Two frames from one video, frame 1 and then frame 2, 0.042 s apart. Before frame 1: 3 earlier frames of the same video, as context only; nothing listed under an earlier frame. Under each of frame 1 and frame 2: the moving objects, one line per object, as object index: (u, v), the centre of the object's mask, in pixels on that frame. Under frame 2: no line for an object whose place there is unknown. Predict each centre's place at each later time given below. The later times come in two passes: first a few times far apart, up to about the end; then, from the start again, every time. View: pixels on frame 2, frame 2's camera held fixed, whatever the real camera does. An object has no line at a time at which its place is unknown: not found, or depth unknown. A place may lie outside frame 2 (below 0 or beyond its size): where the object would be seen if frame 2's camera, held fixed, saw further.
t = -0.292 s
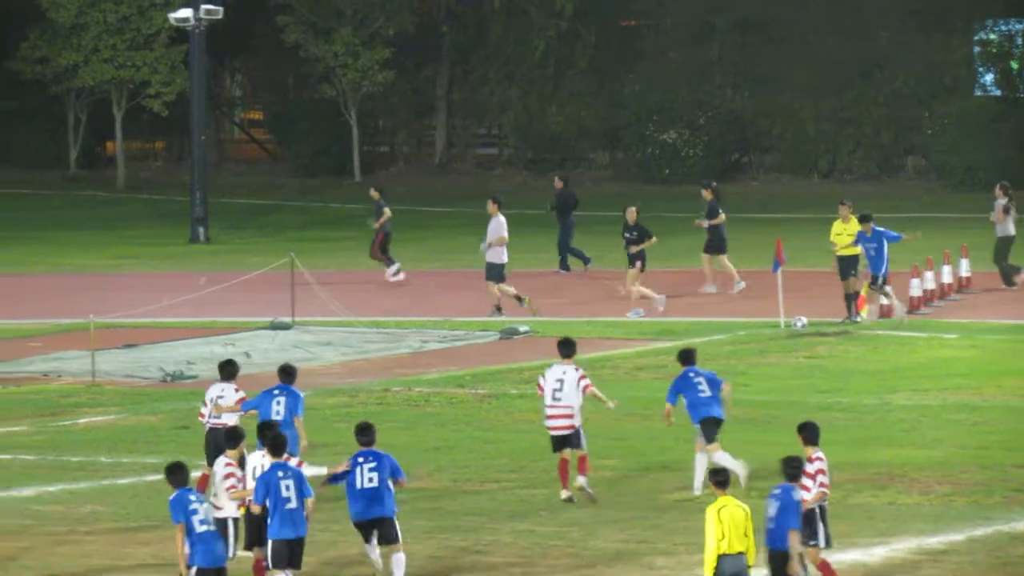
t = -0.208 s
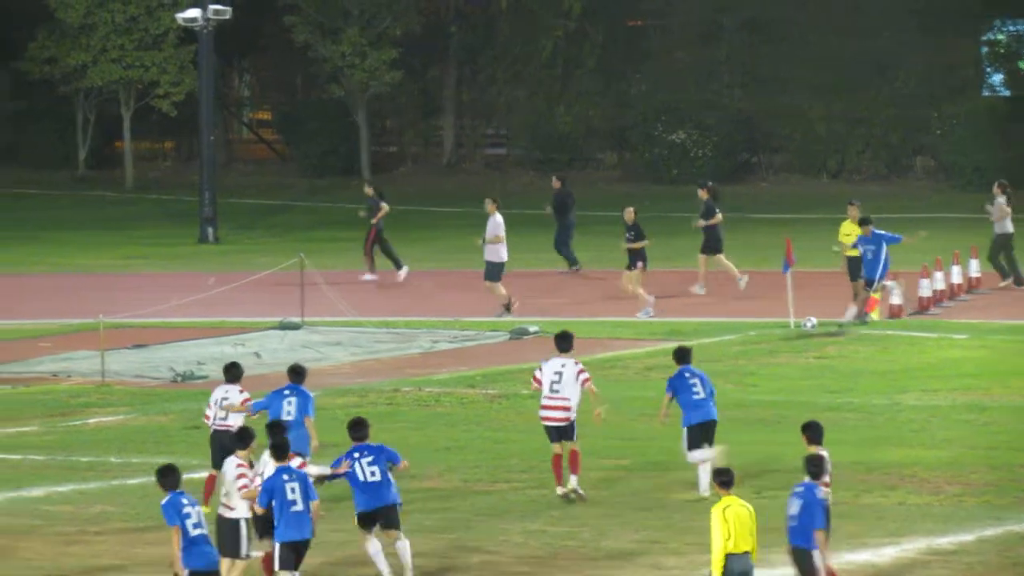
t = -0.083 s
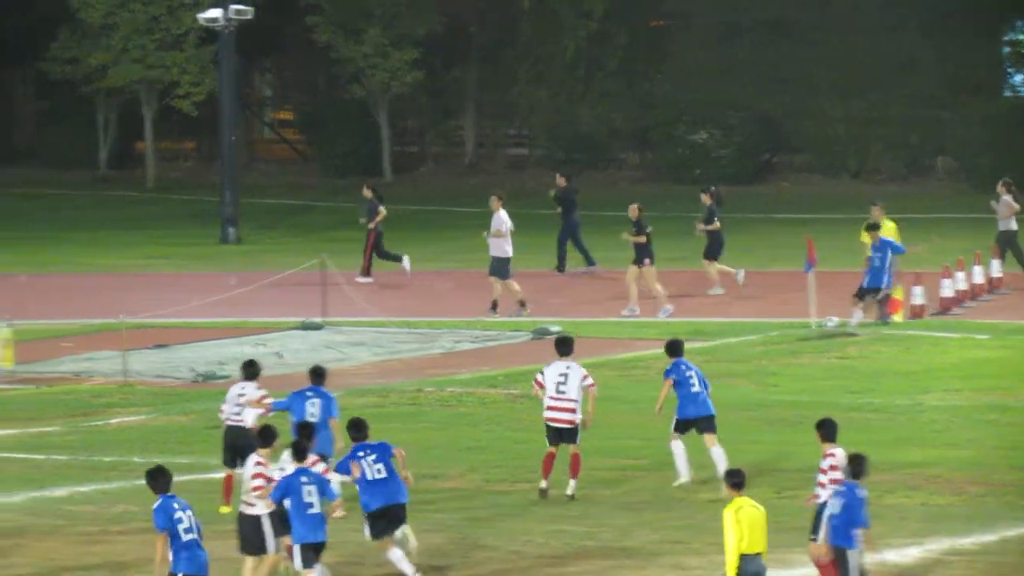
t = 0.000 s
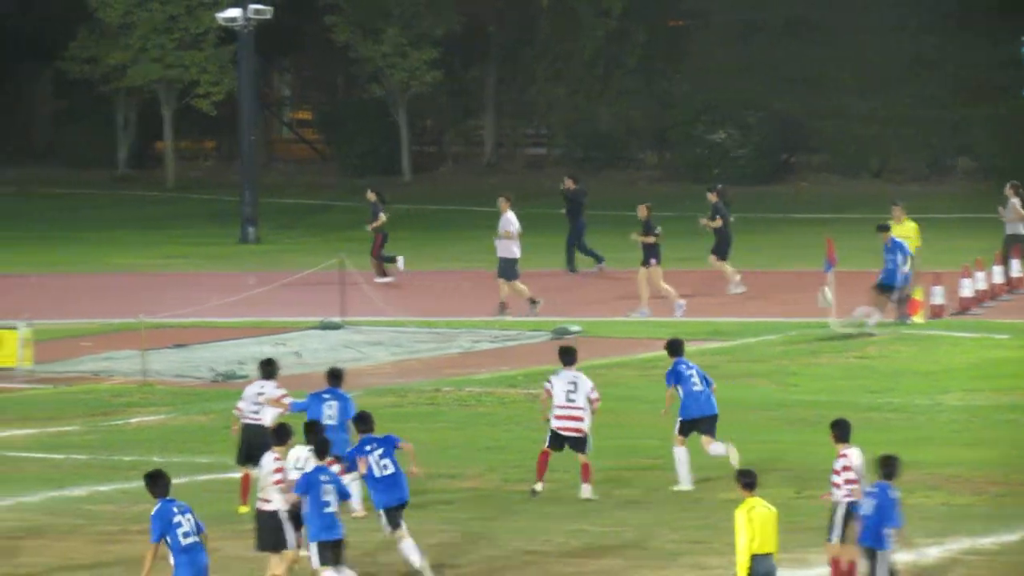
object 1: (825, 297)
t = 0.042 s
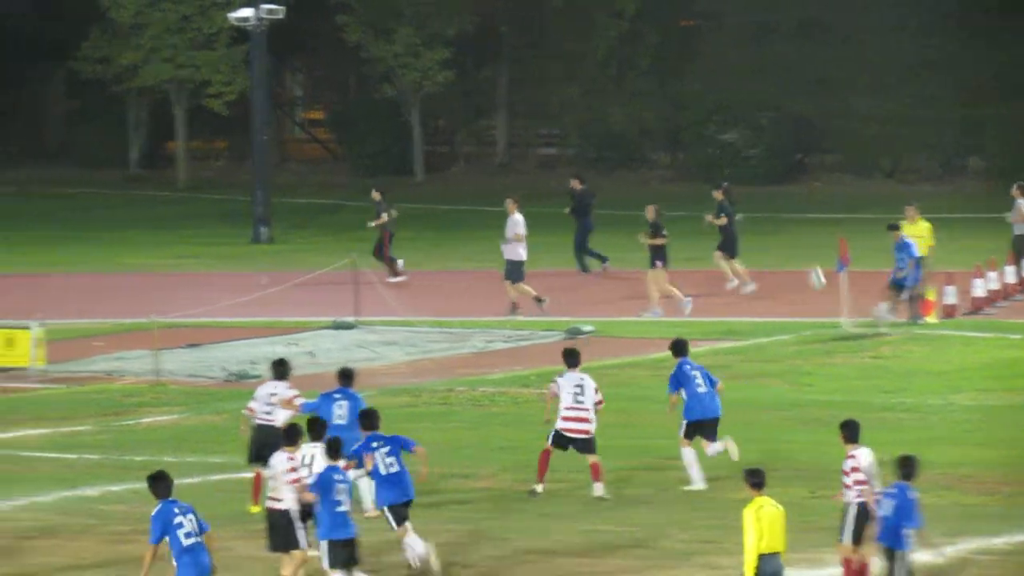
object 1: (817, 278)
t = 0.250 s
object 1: (710, 184)
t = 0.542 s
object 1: (554, 78)
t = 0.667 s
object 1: (484, 43)
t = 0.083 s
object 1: (794, 257)
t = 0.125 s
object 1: (778, 238)
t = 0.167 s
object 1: (752, 219)
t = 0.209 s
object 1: (728, 202)
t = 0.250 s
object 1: (710, 184)
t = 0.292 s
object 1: (691, 167)
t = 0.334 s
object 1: (668, 151)
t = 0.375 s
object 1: (646, 136)
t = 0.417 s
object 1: (622, 120)
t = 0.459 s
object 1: (600, 105)
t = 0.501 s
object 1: (577, 91)
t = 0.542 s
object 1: (554, 78)
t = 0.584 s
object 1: (530, 66)
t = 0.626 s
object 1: (508, 54)
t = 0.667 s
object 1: (484, 43)
